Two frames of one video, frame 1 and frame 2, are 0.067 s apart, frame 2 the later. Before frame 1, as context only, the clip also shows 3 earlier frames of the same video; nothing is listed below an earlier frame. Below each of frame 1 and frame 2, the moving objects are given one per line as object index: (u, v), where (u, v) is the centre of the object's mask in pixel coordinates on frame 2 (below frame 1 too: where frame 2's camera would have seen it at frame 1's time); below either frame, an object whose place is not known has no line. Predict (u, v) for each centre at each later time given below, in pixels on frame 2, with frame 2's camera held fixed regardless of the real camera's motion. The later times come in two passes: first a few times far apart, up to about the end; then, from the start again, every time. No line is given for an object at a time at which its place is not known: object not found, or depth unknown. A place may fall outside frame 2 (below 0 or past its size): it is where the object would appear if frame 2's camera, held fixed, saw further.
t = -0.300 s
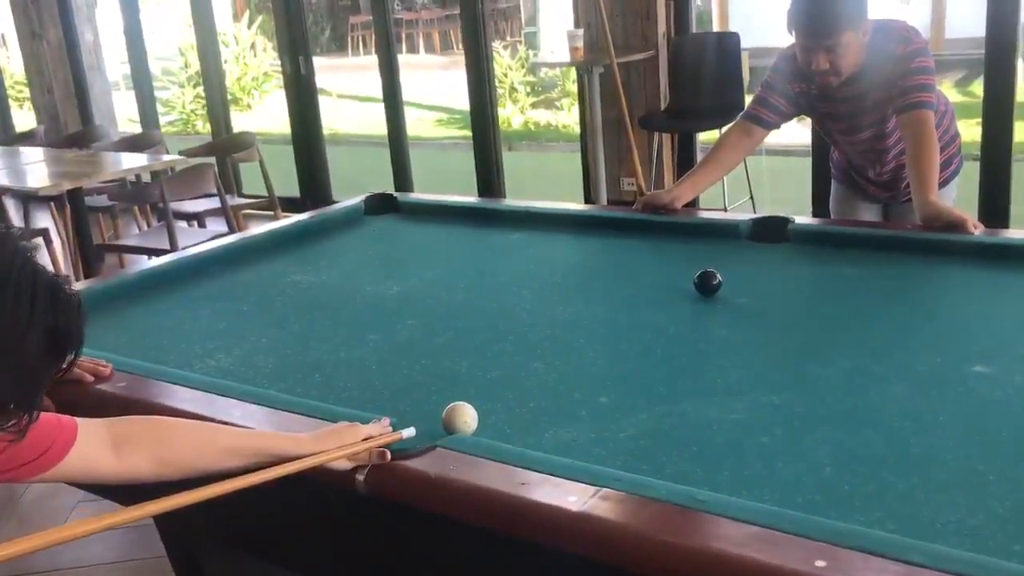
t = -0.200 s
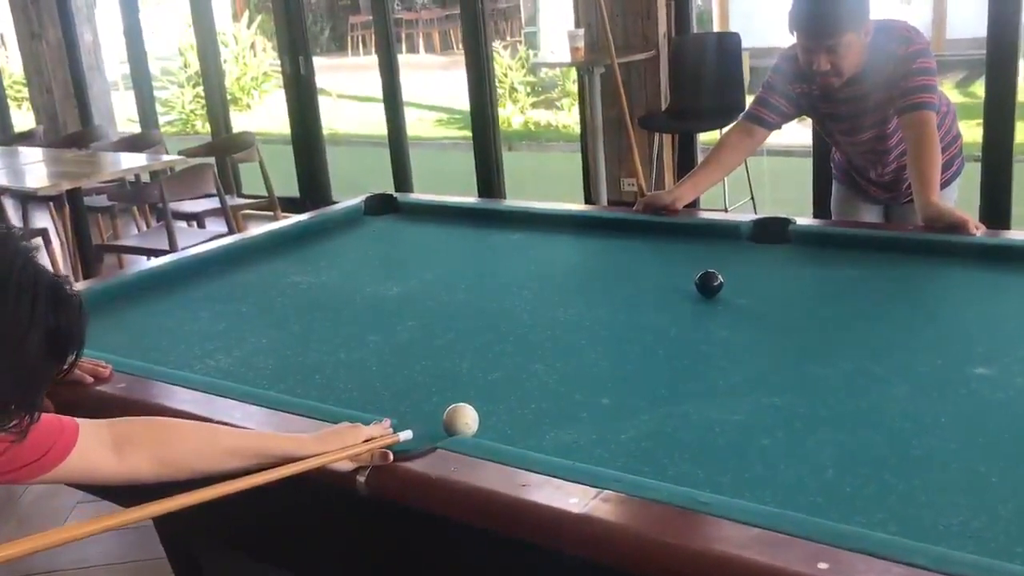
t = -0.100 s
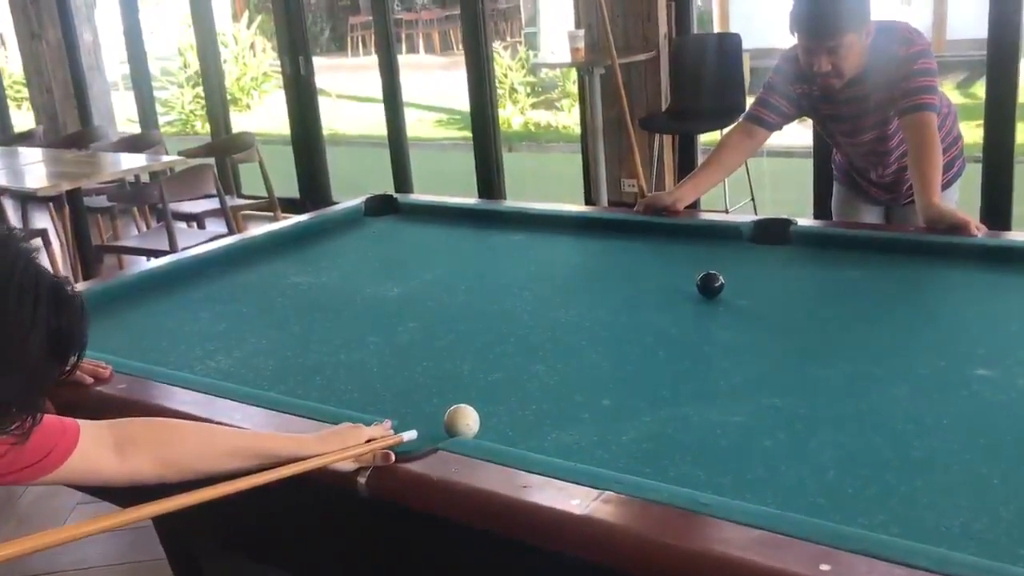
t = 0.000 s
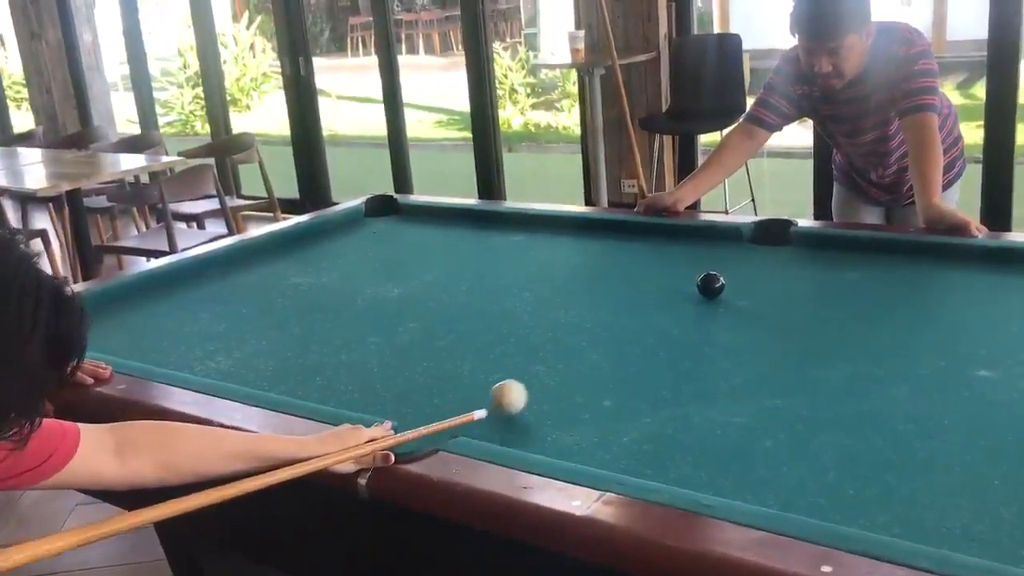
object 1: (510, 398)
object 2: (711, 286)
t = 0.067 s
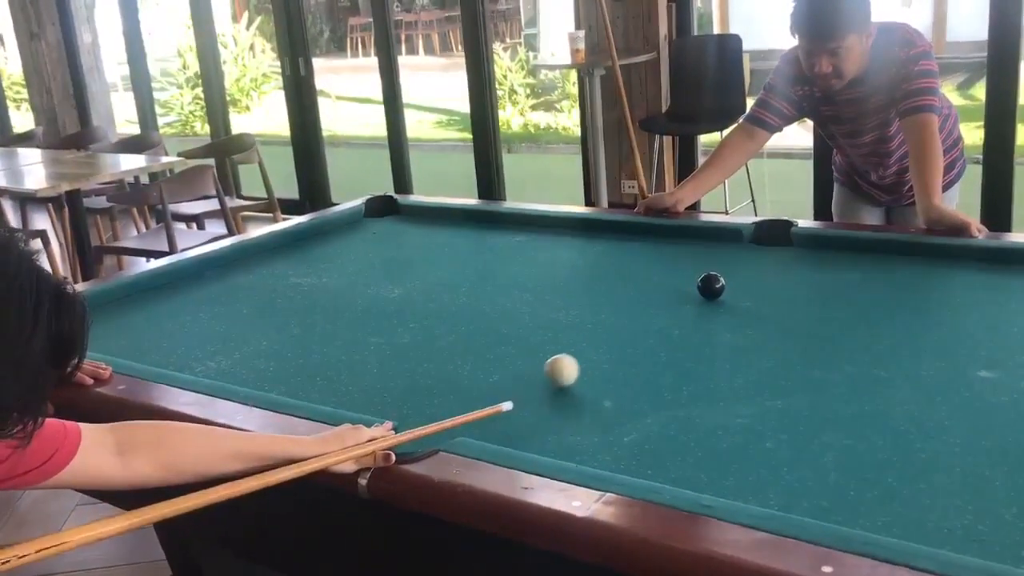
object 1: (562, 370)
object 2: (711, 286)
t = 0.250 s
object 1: (668, 316)
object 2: (711, 286)
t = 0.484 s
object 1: (765, 287)
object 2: (720, 261)
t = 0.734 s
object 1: (857, 271)
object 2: (725, 237)
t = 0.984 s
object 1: (940, 256)
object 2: (689, 249)
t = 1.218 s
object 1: (979, 262)
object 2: (655, 259)
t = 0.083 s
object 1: (574, 364)
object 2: (711, 286)
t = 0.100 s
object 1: (585, 359)
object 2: (711, 286)
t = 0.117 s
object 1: (595, 354)
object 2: (711, 286)
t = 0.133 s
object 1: (605, 348)
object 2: (711, 286)
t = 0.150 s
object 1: (615, 343)
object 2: (711, 286)
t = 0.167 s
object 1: (624, 339)
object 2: (711, 286)
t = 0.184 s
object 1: (633, 334)
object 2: (711, 286)
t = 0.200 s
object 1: (642, 329)
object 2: (711, 286)
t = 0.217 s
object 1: (651, 325)
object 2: (711, 286)
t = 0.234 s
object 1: (660, 320)
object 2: (711, 286)
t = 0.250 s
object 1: (668, 316)
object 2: (711, 286)
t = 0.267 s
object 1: (676, 312)
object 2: (711, 286)
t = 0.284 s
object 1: (684, 308)
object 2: (711, 286)
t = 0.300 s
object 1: (692, 304)
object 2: (712, 286)
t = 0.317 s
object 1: (700, 299)
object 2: (714, 283)
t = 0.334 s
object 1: (707, 296)
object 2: (715, 280)
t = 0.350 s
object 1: (714, 294)
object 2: (712, 277)
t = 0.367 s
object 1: (720, 293)
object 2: (712, 276)
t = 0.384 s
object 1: (726, 293)
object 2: (713, 275)
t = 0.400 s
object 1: (733, 292)
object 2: (715, 274)
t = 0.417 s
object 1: (740, 291)
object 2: (717, 272)
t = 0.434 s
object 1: (746, 290)
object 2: (718, 269)
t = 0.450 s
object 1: (752, 289)
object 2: (719, 266)
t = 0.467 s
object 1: (758, 288)
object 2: (719, 264)
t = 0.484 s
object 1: (765, 287)
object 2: (720, 261)
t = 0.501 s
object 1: (771, 286)
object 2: (721, 259)
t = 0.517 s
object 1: (777, 285)
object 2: (722, 258)
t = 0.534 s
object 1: (783, 284)
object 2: (722, 255)
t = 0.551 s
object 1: (789, 283)
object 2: (723, 254)
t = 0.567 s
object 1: (796, 282)
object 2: (724, 252)
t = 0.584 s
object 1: (802, 281)
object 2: (724, 250)
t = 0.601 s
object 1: (808, 280)
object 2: (725, 247)
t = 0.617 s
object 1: (814, 279)
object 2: (726, 246)
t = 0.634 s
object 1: (820, 278)
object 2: (726, 244)
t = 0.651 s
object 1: (827, 276)
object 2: (727, 242)
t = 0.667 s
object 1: (833, 275)
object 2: (728, 240)
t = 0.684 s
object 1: (839, 274)
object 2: (728, 239)
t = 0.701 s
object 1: (845, 273)
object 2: (728, 237)
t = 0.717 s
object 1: (851, 272)
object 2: (727, 236)
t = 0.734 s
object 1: (857, 271)
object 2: (725, 237)
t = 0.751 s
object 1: (862, 270)
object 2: (722, 238)
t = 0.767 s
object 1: (868, 269)
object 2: (719, 239)
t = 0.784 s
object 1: (874, 268)
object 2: (717, 239)
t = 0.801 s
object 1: (879, 267)
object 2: (715, 240)
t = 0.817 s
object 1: (885, 266)
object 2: (712, 240)
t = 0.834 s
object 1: (891, 265)
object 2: (710, 241)
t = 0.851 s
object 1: (896, 264)
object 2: (708, 242)
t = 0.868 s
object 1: (901, 264)
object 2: (705, 243)
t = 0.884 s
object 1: (907, 263)
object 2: (703, 244)
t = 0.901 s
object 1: (913, 262)
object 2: (701, 244)
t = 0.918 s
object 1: (918, 261)
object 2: (698, 246)
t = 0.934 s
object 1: (924, 259)
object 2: (696, 246)
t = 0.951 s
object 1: (929, 259)
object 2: (694, 247)
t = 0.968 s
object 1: (935, 257)
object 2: (691, 248)
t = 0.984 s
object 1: (940, 256)
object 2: (689, 249)
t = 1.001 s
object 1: (946, 255)
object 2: (686, 250)
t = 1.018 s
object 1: (951, 254)
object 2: (683, 250)
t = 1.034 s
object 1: (957, 253)
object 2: (681, 251)
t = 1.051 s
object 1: (961, 253)
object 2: (678, 252)
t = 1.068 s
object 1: (963, 253)
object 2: (676, 253)
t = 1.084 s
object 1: (964, 254)
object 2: (674, 254)
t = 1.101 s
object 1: (966, 255)
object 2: (671, 254)
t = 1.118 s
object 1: (968, 256)
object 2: (670, 255)
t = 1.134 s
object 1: (970, 257)
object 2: (667, 256)
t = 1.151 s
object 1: (971, 258)
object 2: (665, 257)
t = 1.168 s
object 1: (973, 259)
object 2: (662, 257)
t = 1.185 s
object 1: (975, 260)
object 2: (659, 258)
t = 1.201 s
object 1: (977, 261)
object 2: (657, 259)
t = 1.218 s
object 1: (979, 262)
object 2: (655, 259)
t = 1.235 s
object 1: (980, 263)
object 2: (652, 260)
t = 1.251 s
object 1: (982, 264)
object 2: (650, 261)
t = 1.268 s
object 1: (984, 265)
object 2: (647, 262)
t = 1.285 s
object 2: (645, 262)
